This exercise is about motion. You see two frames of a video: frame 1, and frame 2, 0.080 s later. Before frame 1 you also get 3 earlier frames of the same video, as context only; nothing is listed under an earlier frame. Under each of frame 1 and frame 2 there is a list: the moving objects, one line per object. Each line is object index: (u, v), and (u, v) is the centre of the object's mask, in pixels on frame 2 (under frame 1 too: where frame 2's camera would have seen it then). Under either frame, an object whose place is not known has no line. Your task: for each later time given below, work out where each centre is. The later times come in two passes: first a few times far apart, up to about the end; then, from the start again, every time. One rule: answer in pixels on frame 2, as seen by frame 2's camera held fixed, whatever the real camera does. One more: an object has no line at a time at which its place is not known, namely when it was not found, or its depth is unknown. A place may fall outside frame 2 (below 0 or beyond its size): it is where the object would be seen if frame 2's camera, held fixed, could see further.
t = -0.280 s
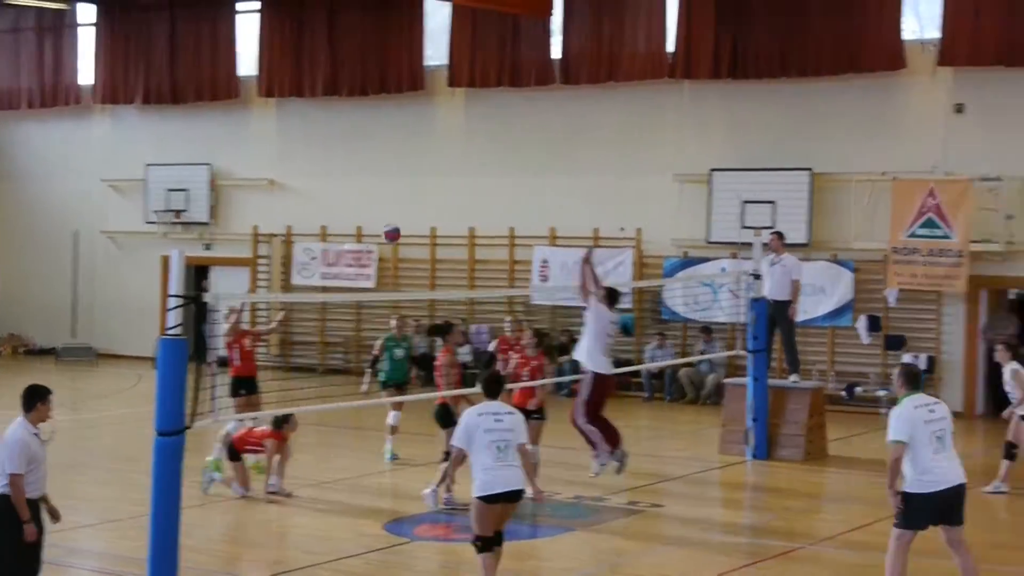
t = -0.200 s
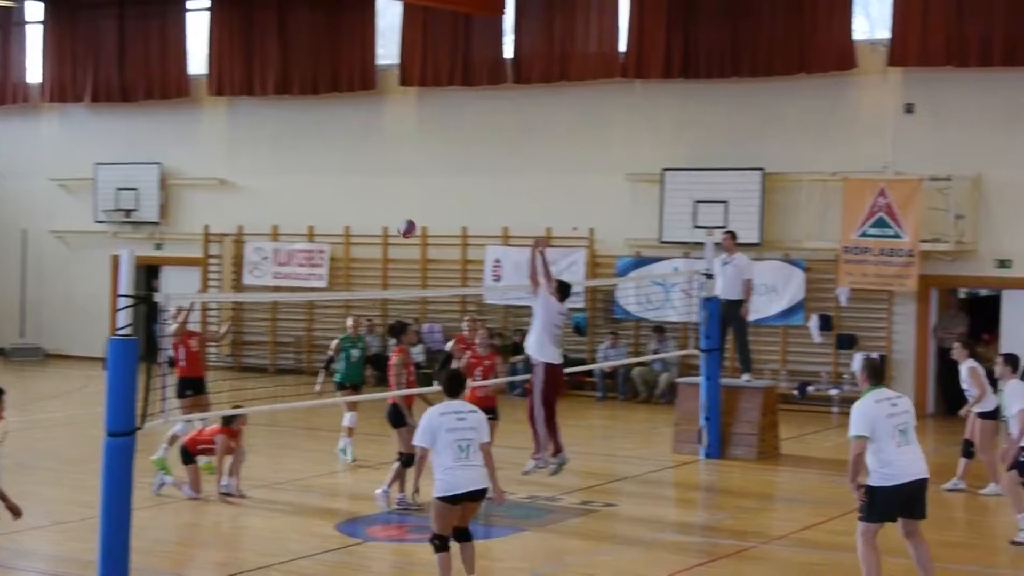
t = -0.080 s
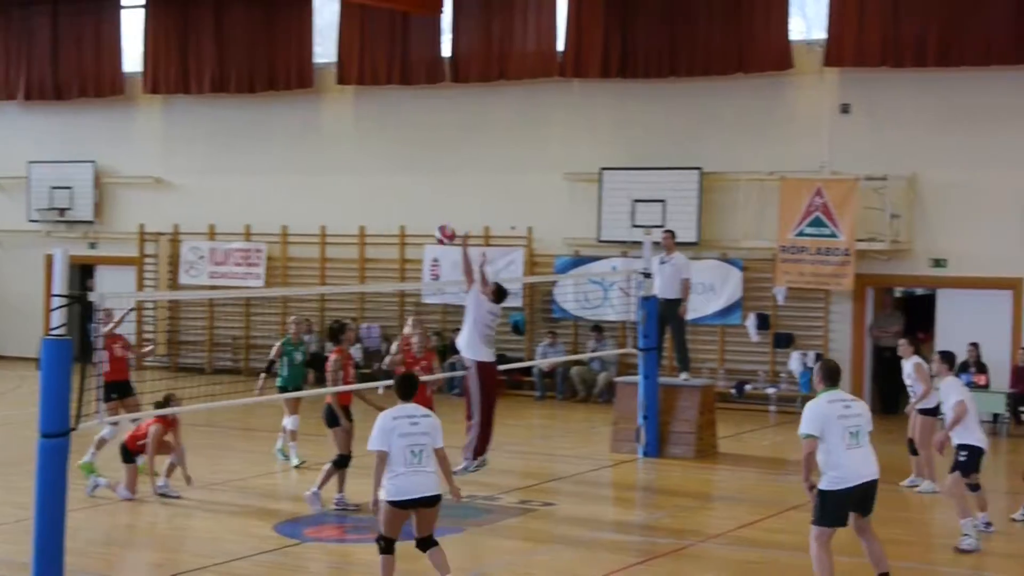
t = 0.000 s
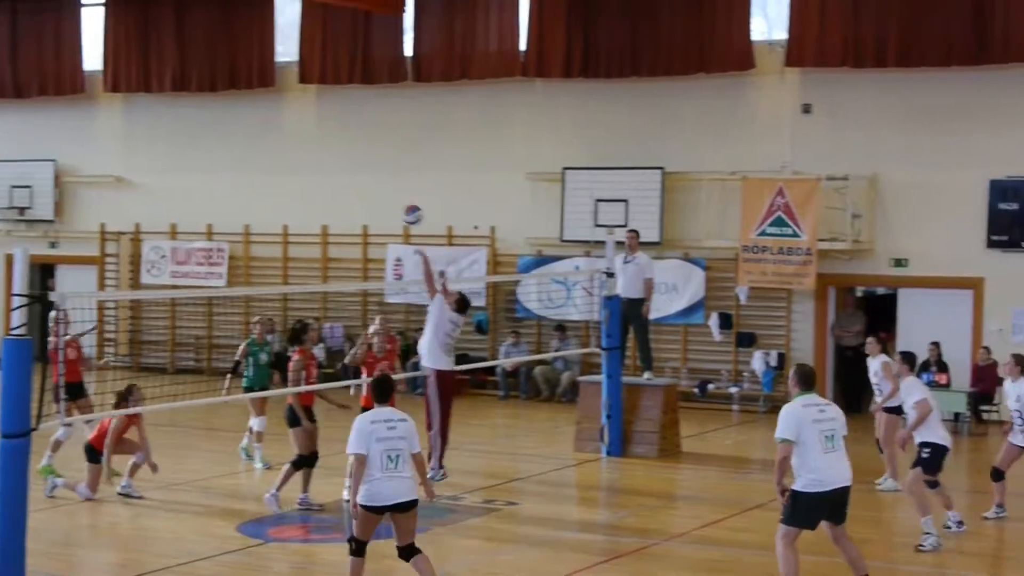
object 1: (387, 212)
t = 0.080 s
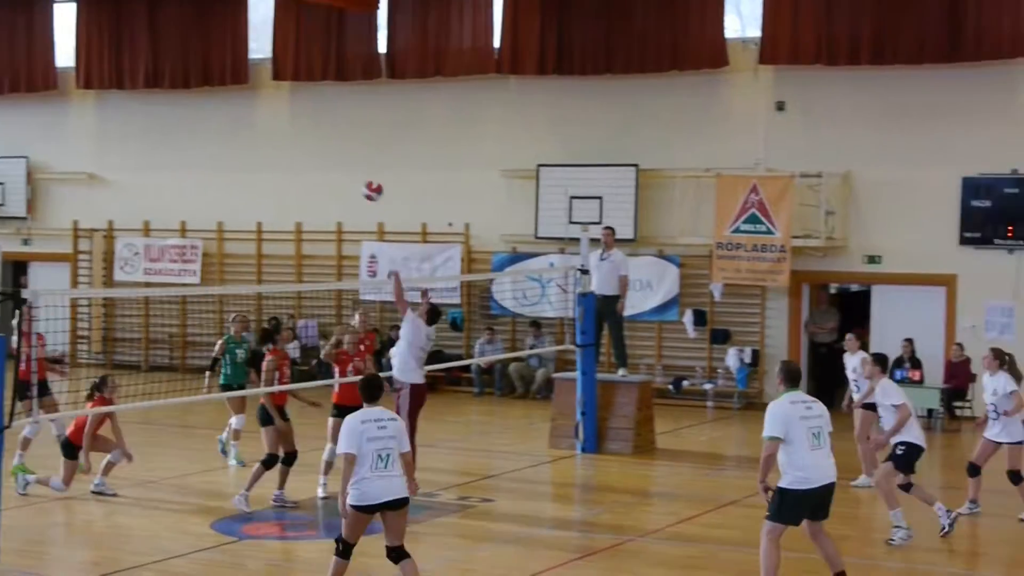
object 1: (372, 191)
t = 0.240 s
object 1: (346, 168)
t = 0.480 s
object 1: (307, 177)
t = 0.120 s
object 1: (367, 183)
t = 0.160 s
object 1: (359, 176)
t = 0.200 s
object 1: (354, 171)
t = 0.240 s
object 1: (346, 168)
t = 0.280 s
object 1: (340, 167)
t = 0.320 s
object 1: (333, 166)
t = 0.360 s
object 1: (327, 167)
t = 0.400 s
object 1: (320, 169)
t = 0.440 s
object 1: (313, 173)
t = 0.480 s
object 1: (307, 177)
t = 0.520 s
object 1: (300, 185)
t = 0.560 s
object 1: (293, 194)
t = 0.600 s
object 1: (287, 204)
